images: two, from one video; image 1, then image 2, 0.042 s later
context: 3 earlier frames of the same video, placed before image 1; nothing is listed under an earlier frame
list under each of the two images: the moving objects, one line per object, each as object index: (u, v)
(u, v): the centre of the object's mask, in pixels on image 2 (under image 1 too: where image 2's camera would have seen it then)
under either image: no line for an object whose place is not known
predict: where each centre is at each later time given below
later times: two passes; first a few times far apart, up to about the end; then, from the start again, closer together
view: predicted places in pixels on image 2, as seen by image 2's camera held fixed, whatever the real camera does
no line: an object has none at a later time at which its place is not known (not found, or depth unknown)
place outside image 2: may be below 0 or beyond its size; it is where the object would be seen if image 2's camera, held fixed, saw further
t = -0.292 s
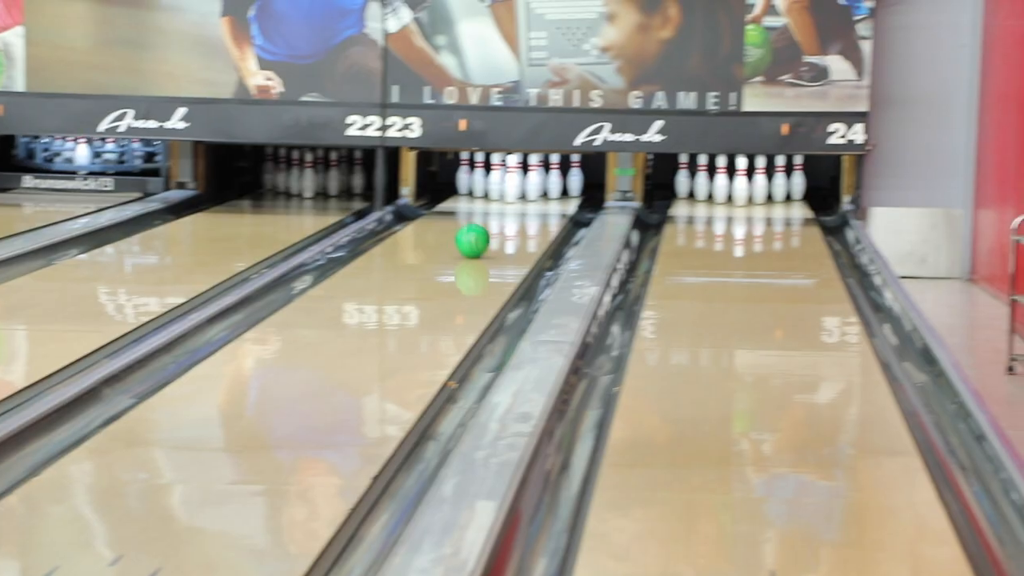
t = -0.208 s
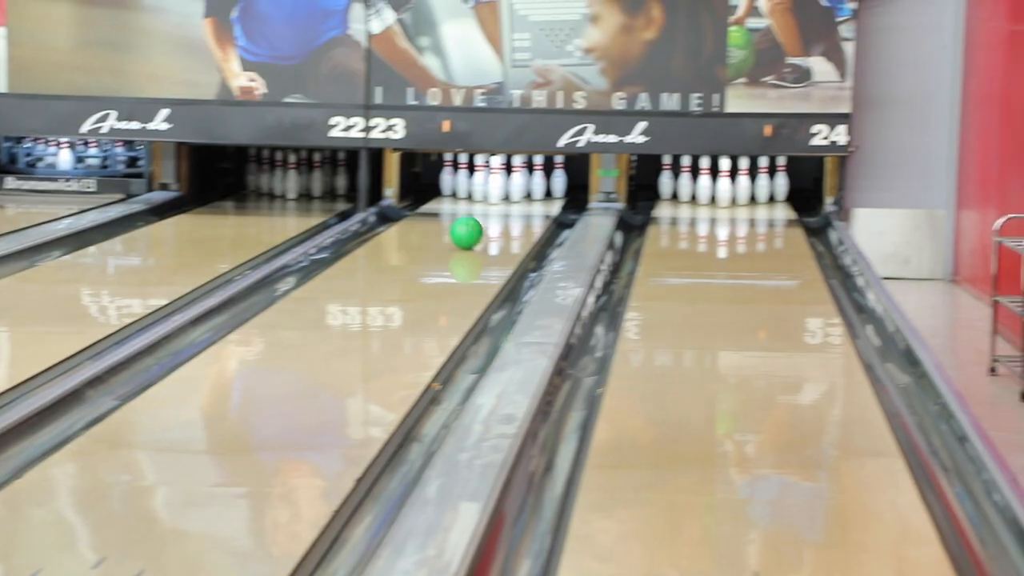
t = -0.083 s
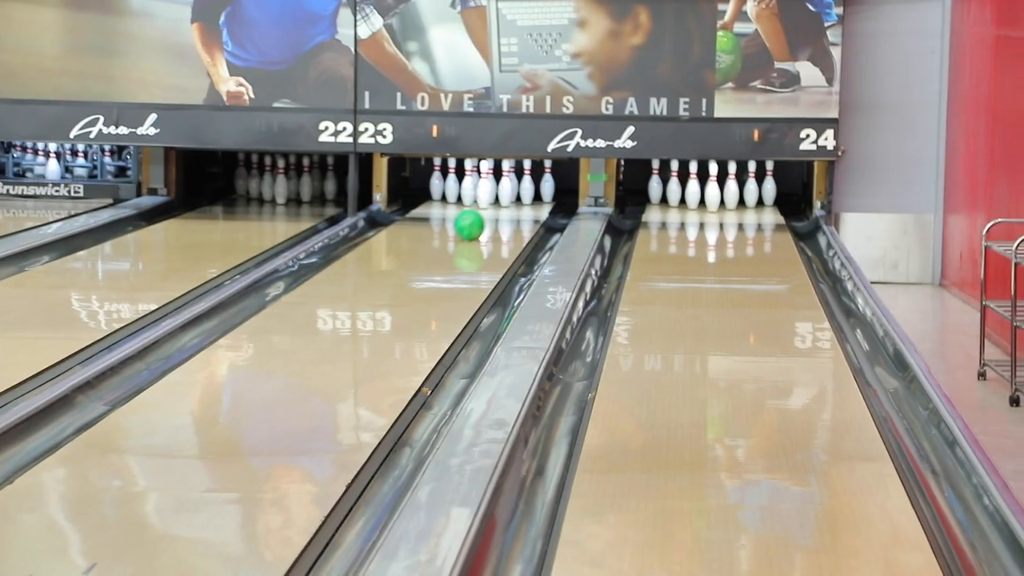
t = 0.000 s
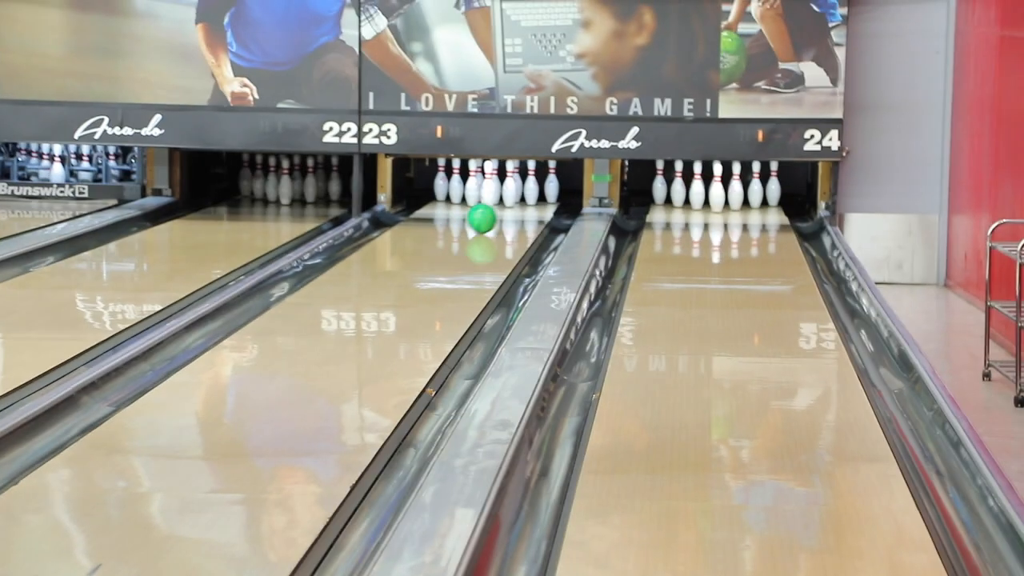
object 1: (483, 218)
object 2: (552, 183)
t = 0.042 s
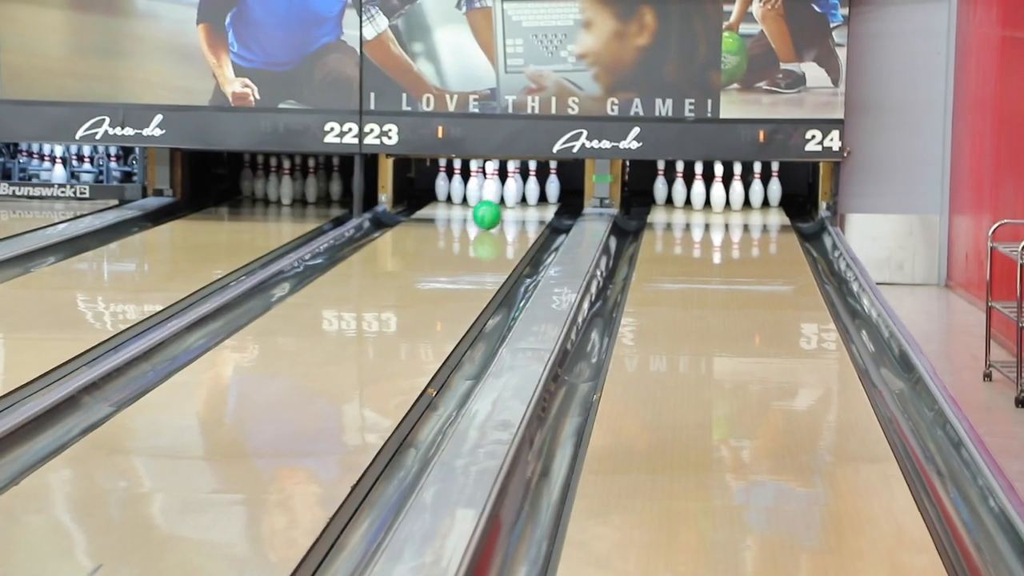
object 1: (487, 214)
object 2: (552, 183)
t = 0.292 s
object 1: (510, 196)
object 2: (552, 184)
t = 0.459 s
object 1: (533, 190)
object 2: (573, 176)
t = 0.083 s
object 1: (491, 211)
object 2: (552, 184)
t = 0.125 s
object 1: (494, 208)
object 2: (553, 183)
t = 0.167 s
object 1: (498, 205)
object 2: (553, 184)
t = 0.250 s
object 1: (505, 198)
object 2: (552, 184)
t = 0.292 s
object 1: (510, 196)
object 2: (552, 184)
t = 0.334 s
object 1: (517, 194)
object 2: (553, 183)
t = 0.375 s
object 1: (524, 193)
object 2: (554, 184)
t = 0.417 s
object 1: (529, 192)
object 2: (566, 182)
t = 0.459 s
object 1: (533, 190)
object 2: (573, 176)
